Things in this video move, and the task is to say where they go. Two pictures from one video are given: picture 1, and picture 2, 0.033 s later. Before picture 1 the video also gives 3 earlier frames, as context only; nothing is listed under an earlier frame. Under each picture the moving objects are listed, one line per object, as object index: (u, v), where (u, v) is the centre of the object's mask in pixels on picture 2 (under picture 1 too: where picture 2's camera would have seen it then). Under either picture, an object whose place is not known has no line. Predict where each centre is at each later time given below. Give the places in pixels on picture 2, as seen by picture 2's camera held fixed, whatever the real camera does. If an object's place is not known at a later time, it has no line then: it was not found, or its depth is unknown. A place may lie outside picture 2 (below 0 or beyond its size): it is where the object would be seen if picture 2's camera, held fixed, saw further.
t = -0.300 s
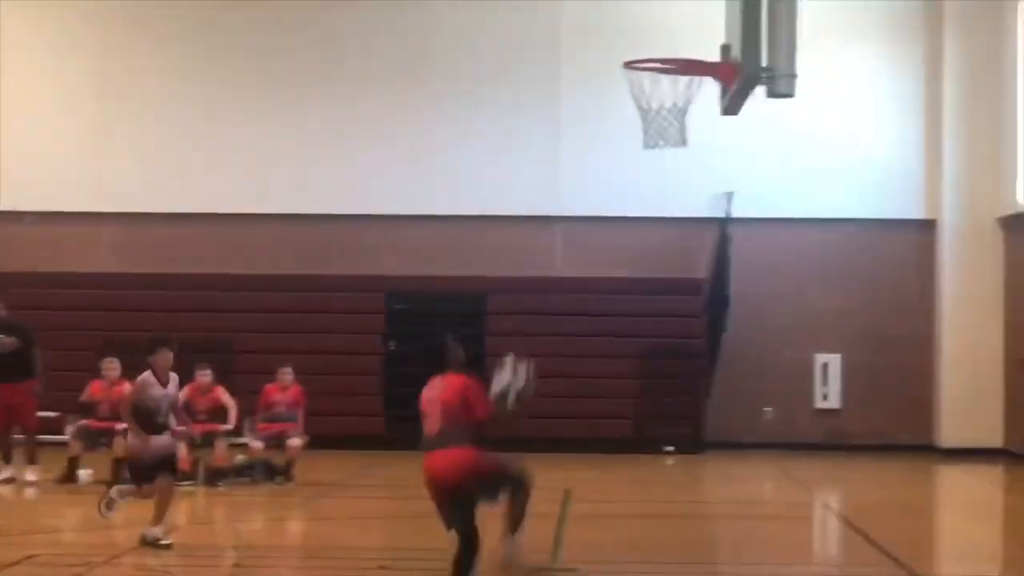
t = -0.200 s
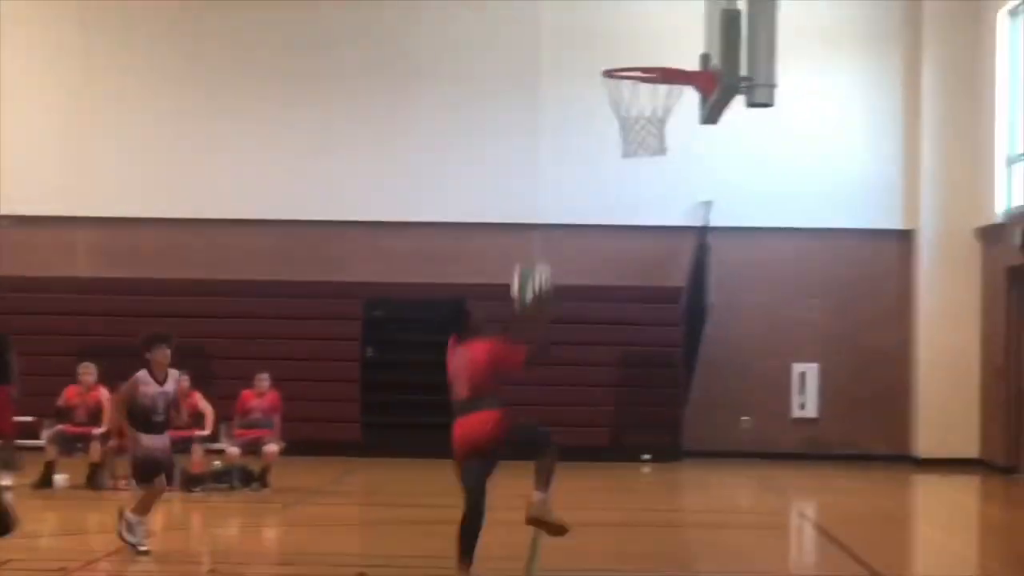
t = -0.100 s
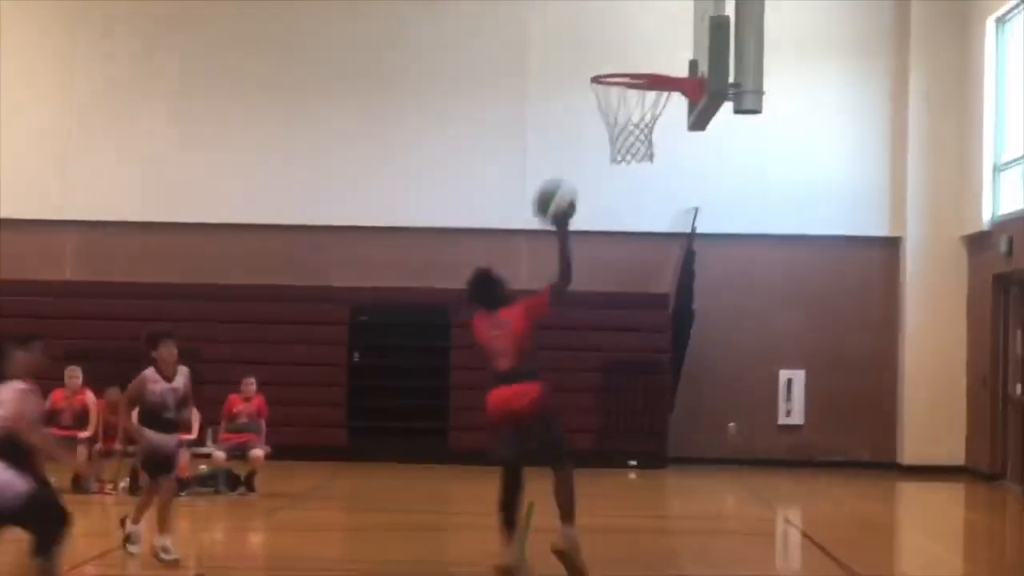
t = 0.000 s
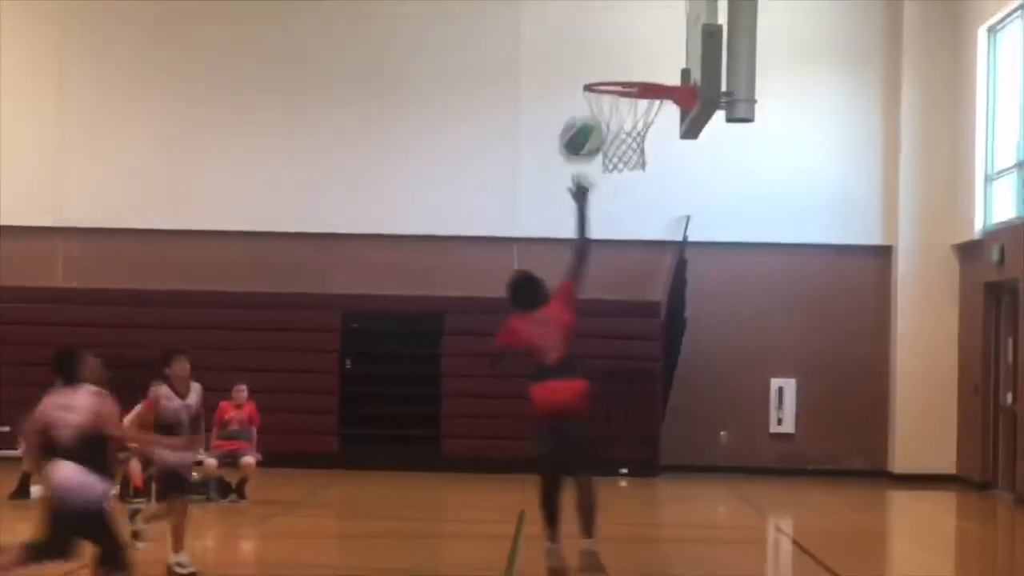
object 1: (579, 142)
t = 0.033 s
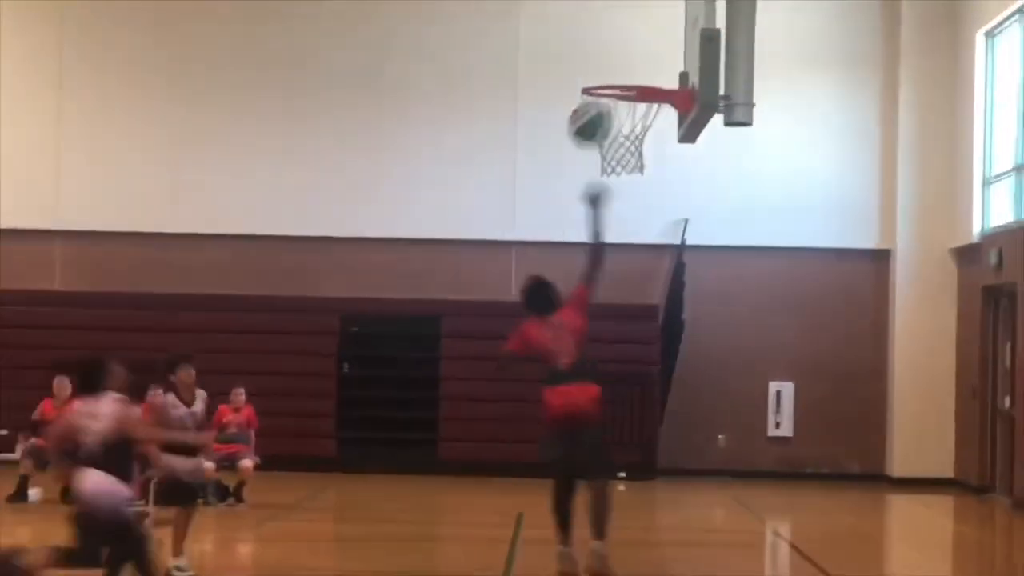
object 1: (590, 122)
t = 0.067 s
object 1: (602, 110)
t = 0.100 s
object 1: (611, 90)
